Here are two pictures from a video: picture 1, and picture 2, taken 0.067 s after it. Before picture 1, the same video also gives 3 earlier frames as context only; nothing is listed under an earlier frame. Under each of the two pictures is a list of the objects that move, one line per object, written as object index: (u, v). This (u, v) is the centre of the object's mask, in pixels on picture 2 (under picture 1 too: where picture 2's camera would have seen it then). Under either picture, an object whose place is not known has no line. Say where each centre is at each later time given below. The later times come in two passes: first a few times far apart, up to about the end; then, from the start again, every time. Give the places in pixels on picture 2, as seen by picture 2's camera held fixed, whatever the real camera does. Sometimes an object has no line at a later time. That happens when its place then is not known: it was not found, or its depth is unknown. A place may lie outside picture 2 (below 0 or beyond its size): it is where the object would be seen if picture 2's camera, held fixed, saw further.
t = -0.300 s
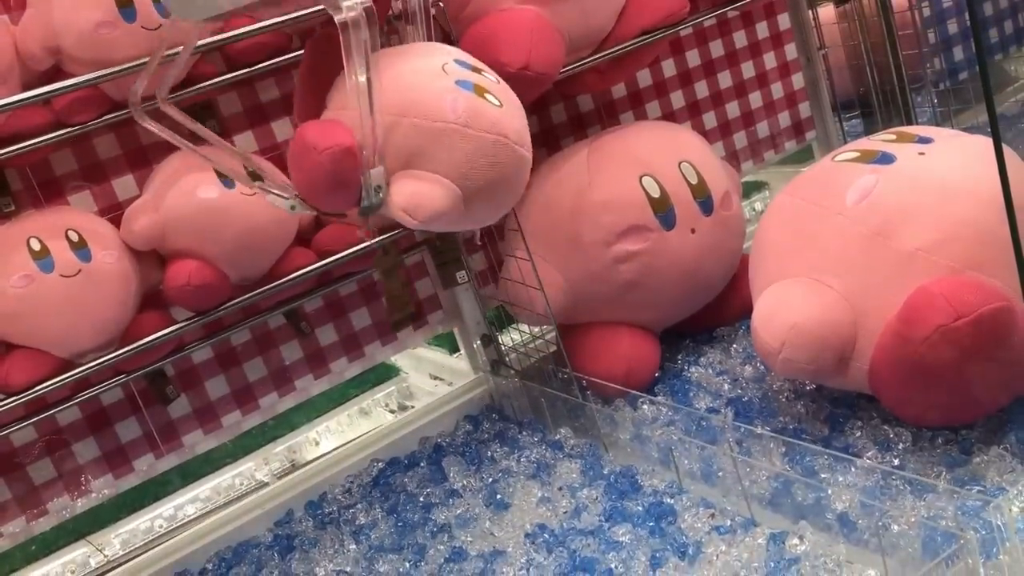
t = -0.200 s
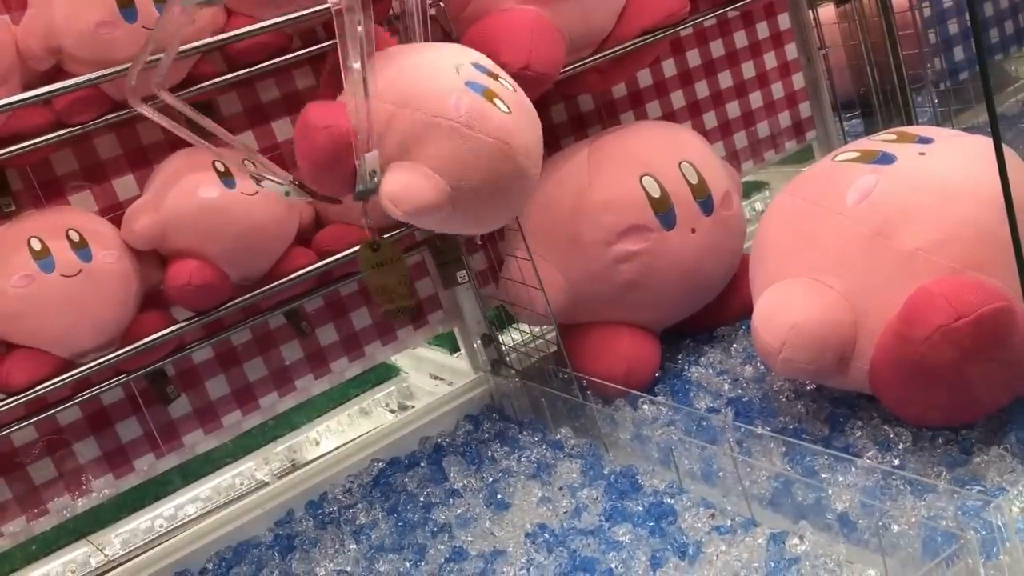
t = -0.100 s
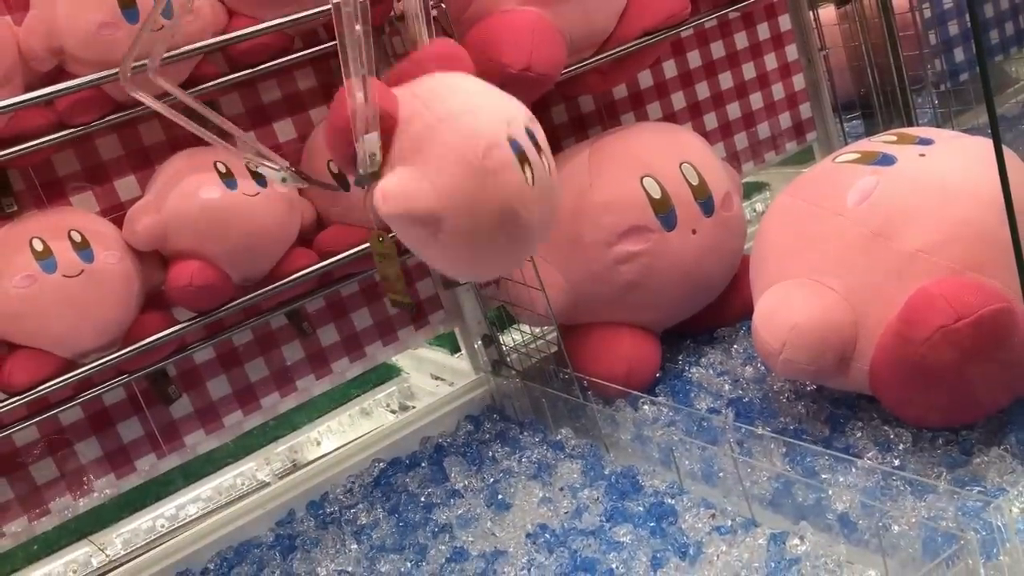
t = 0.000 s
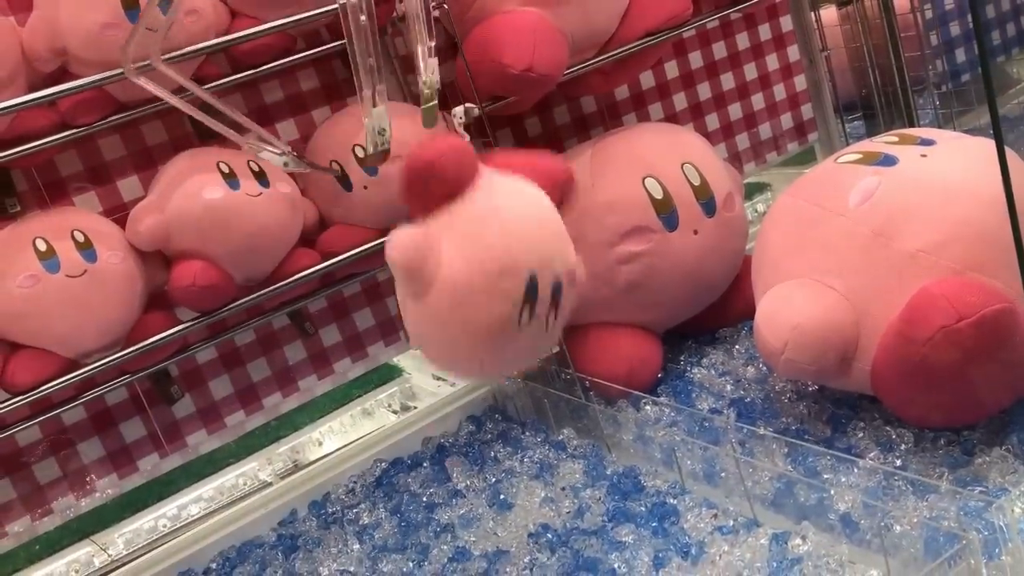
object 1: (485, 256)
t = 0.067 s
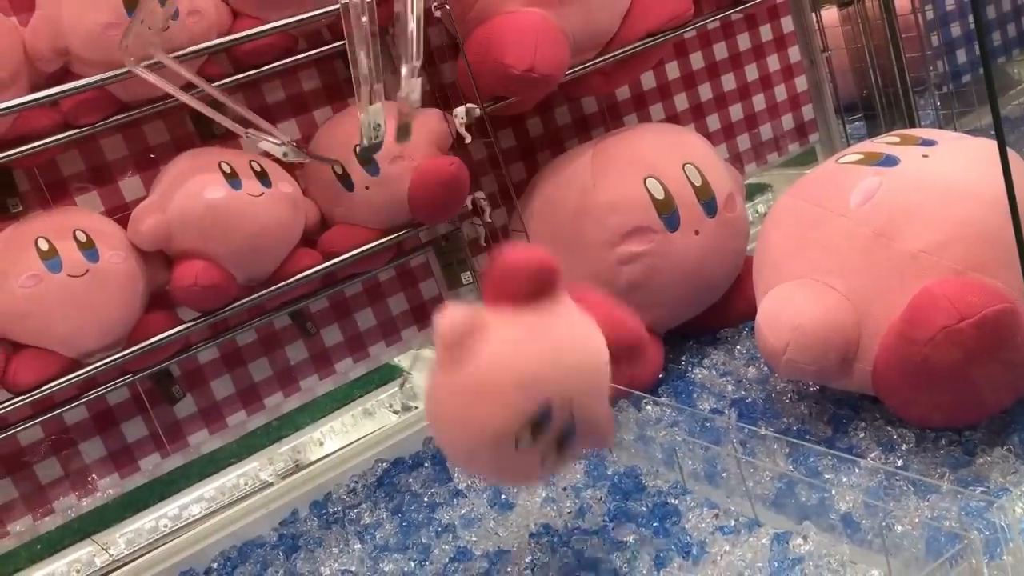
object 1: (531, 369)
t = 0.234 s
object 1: (601, 442)
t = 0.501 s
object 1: (636, 526)
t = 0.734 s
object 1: (635, 537)
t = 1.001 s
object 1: (656, 553)
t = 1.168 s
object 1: (652, 555)
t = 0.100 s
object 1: (559, 436)
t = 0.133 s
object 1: (580, 502)
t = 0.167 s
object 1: (584, 488)
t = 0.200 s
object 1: (590, 461)
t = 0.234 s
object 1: (601, 442)
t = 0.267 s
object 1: (615, 433)
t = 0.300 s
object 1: (632, 435)
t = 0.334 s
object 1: (654, 447)
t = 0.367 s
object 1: (669, 465)
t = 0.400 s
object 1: (663, 491)
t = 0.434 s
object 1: (654, 517)
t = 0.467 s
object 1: (645, 528)
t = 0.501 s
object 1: (636, 526)
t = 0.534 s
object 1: (630, 524)
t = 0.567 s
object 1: (627, 522)
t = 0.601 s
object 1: (633, 529)
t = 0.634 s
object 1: (632, 532)
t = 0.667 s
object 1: (632, 533)
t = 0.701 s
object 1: (633, 535)
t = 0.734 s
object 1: (635, 537)
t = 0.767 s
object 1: (637, 538)
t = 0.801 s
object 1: (641, 541)
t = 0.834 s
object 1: (645, 543)
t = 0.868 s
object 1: (648, 546)
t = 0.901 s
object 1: (650, 549)
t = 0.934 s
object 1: (652, 551)
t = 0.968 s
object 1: (653, 554)
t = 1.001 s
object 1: (656, 553)
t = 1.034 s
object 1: (656, 555)
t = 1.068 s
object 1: (657, 556)
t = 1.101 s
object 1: (656, 557)
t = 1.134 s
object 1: (654, 556)
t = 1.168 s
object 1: (652, 555)
